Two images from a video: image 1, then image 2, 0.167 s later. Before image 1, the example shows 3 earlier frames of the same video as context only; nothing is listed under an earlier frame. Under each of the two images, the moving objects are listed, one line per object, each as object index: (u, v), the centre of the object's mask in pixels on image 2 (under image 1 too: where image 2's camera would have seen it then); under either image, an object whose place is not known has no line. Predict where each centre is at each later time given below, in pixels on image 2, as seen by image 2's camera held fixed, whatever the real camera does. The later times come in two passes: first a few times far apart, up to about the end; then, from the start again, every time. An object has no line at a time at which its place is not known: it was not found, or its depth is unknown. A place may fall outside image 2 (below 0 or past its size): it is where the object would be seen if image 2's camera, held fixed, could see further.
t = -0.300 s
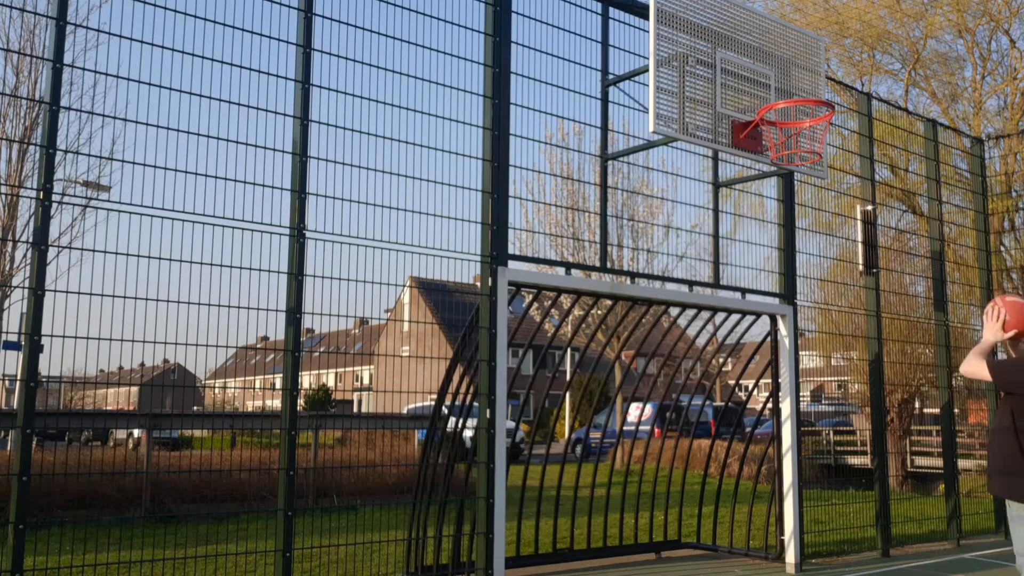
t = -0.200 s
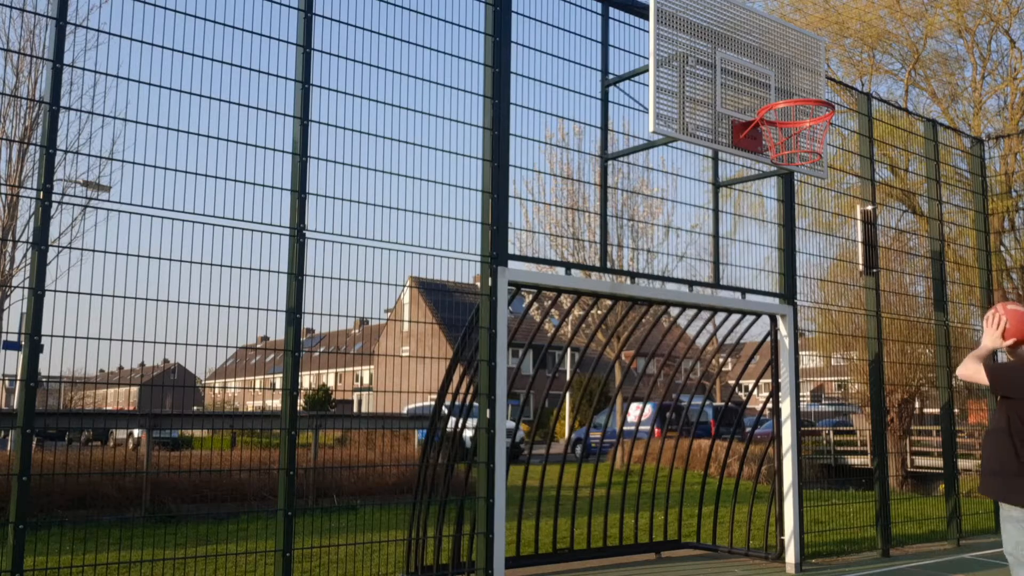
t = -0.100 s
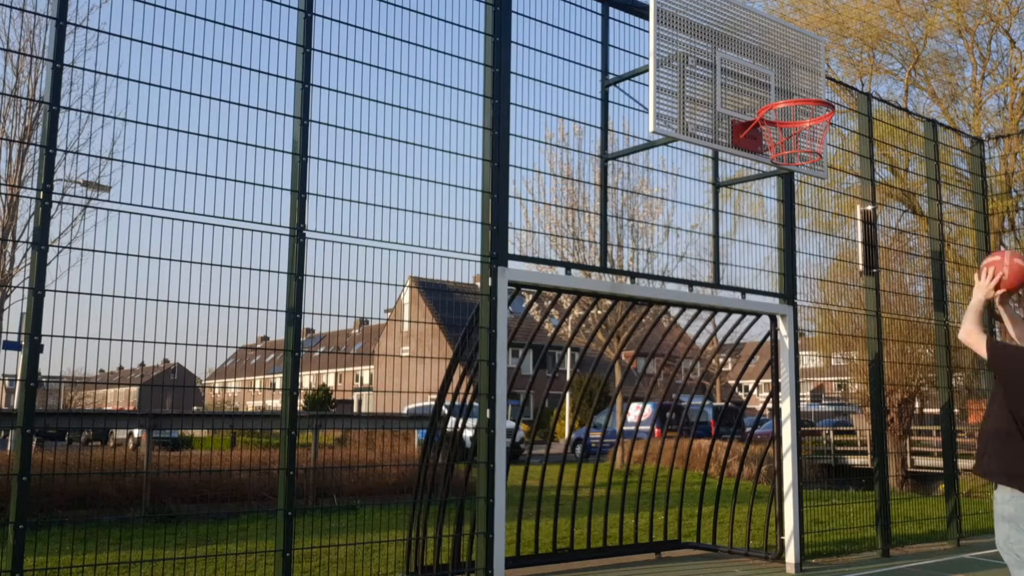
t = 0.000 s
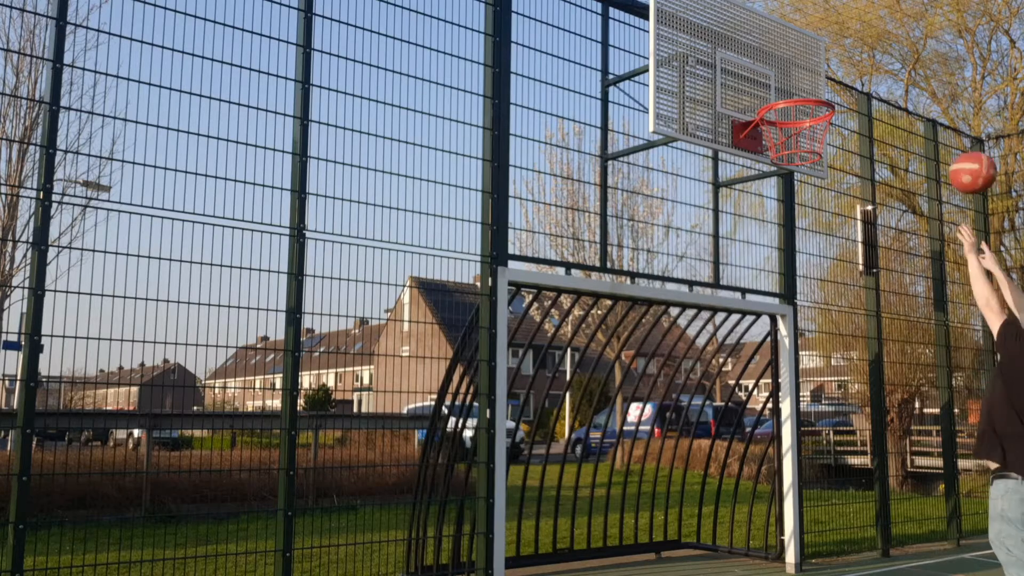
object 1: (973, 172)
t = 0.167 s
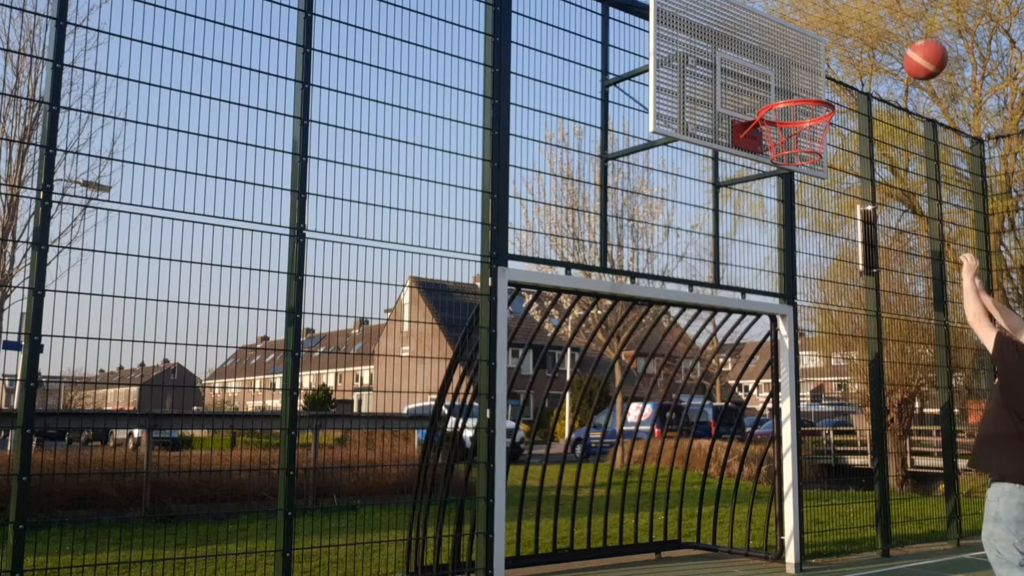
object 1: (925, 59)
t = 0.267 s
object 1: (900, 19)
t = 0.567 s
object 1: (835, 8)
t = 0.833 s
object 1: (791, 78)
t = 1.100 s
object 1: (769, 40)
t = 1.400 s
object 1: (735, 91)
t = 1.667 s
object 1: (748, 89)
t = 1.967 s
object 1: (780, 236)
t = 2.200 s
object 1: (814, 509)
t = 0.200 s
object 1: (917, 44)
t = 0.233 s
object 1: (908, 30)
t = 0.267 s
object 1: (900, 19)
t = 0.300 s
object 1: (892, 13)
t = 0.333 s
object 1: (883, 9)
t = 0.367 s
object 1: (876, 7)
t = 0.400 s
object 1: (868, 5)
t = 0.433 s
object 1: (861, 4)
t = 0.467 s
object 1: (854, 4)
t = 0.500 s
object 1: (847, 5)
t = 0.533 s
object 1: (841, 6)
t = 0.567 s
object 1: (835, 8)
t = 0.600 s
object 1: (829, 11)
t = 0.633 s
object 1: (823, 15)
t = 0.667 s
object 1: (817, 23)
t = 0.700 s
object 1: (811, 35)
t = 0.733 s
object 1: (806, 47)
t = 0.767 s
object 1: (800, 62)
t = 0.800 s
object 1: (794, 78)
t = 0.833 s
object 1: (791, 78)
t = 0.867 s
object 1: (788, 68)
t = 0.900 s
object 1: (785, 59)
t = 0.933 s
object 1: (782, 51)
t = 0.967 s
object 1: (779, 46)
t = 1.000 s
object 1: (777, 42)
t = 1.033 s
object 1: (774, 40)
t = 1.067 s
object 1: (771, 39)
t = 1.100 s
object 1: (769, 40)
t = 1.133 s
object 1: (766, 42)
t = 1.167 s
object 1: (764, 46)
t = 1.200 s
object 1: (761, 52)
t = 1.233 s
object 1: (759, 60)
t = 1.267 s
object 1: (757, 69)
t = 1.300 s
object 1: (754, 80)
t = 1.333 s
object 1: (752, 92)
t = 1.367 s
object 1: (745, 94)
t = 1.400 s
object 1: (735, 91)
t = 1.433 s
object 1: (732, 86)
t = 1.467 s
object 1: (733, 82)
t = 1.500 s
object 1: (736, 79)
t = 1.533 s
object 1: (738, 78)
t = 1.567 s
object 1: (740, 78)
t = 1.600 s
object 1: (743, 80)
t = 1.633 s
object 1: (745, 84)
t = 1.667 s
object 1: (748, 89)
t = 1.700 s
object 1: (751, 97)
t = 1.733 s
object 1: (754, 107)
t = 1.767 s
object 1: (757, 118)
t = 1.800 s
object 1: (761, 132)
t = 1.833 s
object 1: (764, 148)
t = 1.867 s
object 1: (768, 166)
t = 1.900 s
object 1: (772, 187)
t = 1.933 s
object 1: (775, 210)
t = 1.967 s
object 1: (780, 236)
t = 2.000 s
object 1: (784, 265)
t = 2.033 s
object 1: (788, 297)
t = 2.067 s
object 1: (792, 332)
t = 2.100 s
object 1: (797, 370)
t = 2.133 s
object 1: (803, 413)
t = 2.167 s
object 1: (808, 459)
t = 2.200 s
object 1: (814, 509)
